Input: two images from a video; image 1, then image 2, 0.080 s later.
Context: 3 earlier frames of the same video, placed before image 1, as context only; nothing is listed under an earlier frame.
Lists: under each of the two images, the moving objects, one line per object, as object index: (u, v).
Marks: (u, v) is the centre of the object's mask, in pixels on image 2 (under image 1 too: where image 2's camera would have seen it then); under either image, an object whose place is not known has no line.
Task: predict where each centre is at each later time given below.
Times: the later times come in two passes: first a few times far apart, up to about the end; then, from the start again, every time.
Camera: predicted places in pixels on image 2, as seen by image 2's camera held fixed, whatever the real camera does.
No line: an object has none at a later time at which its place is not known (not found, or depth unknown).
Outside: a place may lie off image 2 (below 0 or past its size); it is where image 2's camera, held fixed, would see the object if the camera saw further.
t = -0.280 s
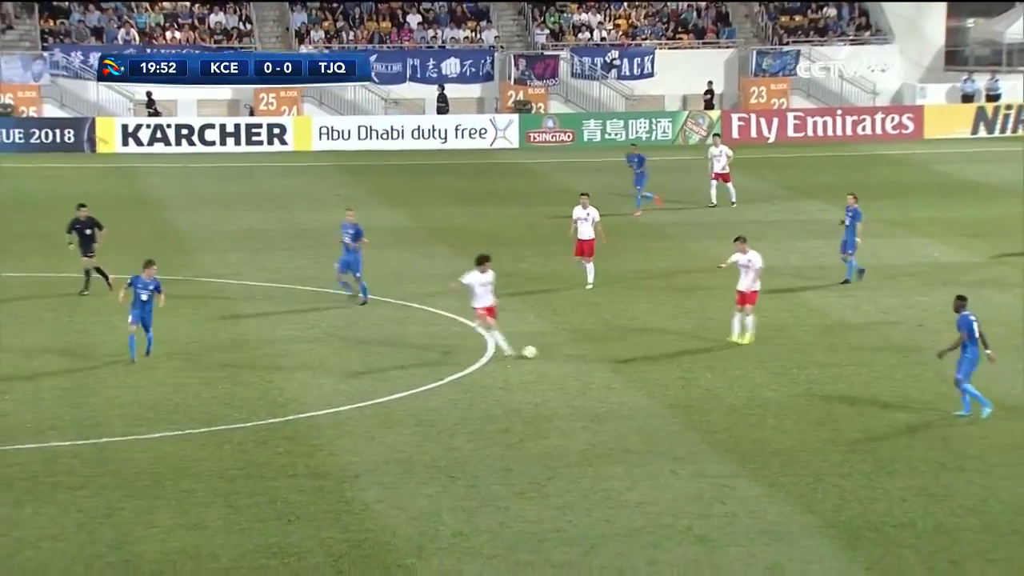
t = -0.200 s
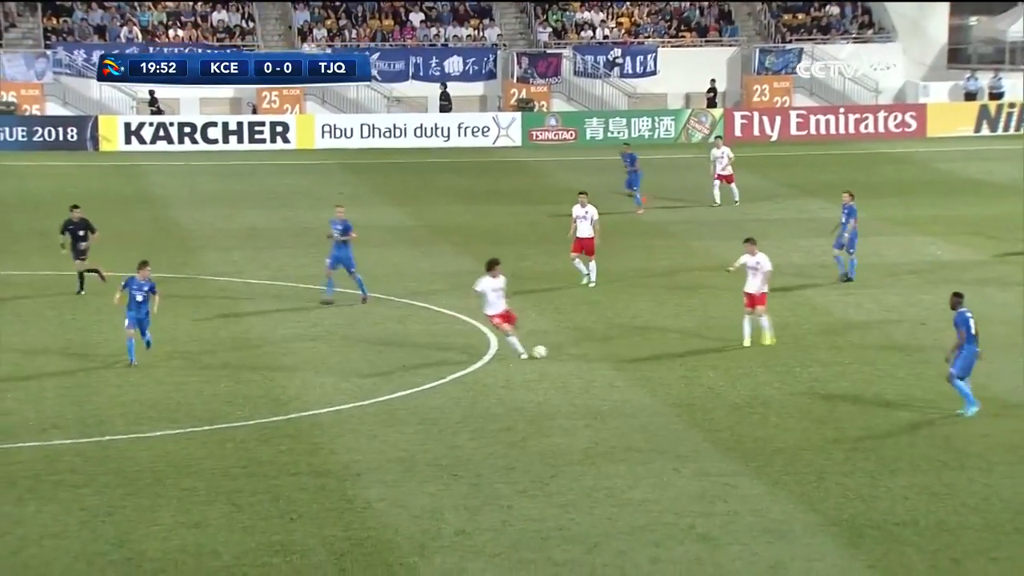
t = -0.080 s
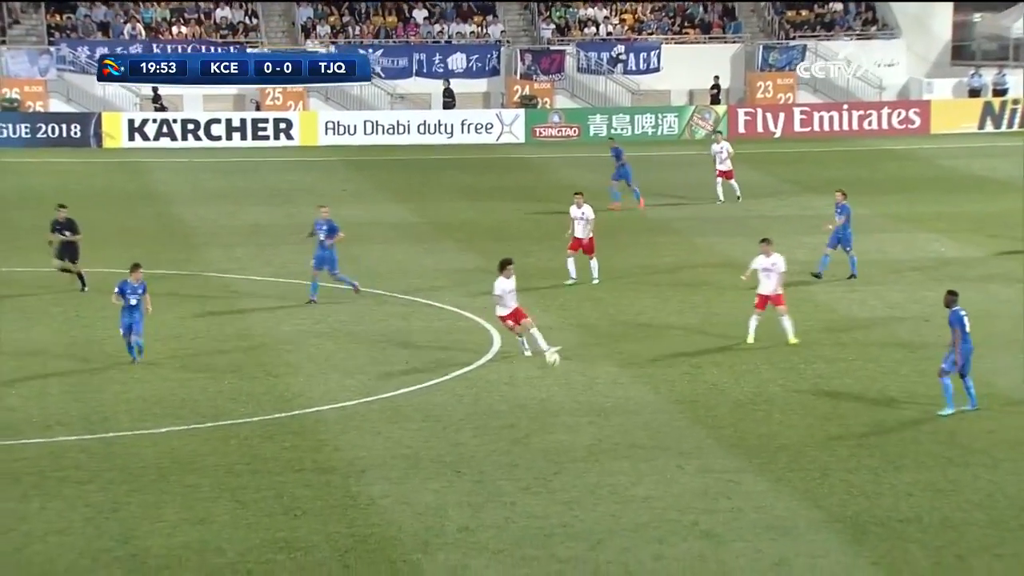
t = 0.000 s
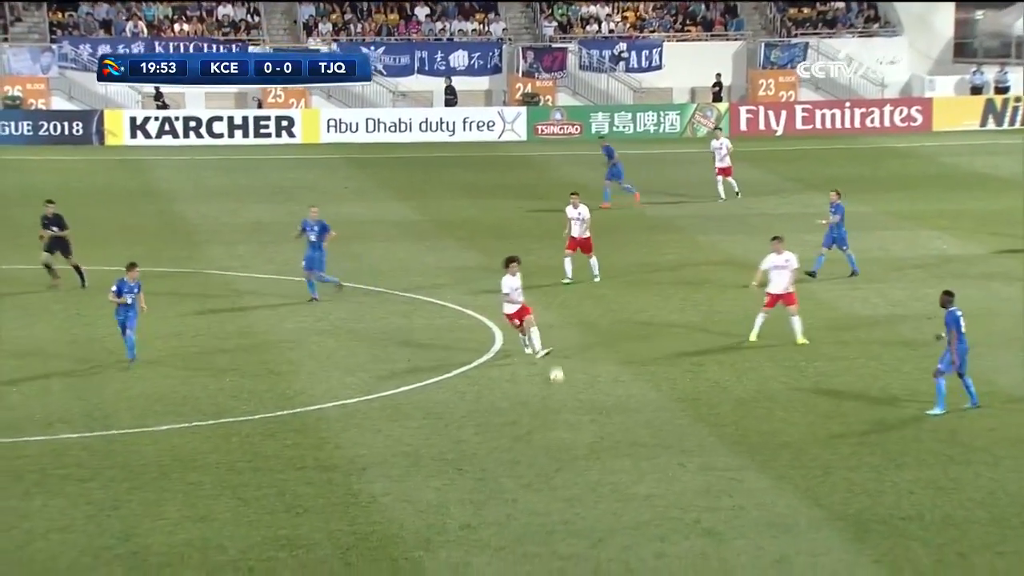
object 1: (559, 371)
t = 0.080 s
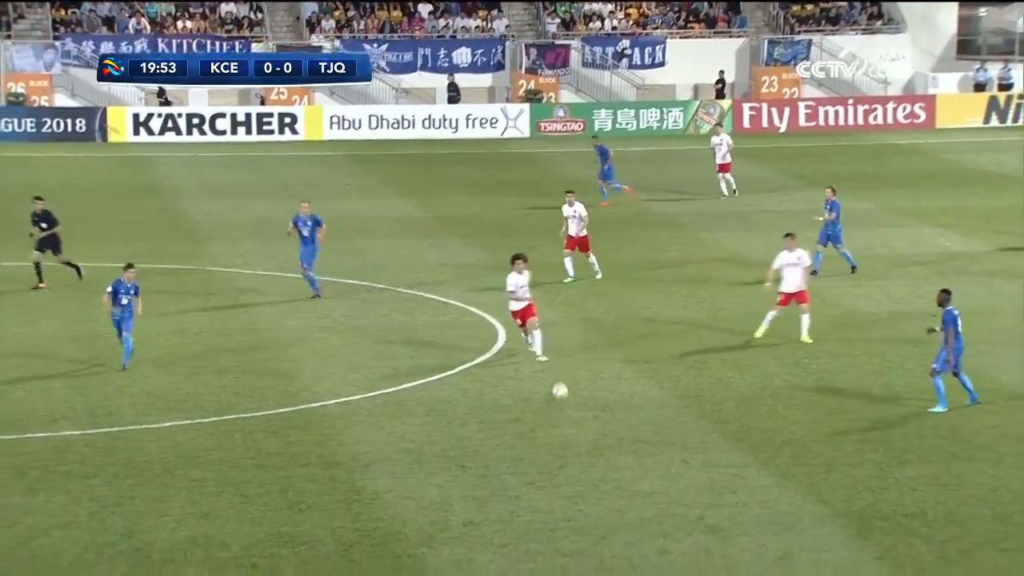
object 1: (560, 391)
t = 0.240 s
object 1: (557, 431)
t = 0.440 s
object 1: (545, 485)
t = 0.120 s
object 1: (560, 399)
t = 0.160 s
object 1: (560, 409)
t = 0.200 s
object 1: (558, 420)
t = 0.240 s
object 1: (557, 431)
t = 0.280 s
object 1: (555, 440)
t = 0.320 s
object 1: (553, 450)
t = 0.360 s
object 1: (551, 461)
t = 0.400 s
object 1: (548, 473)
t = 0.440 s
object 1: (545, 485)
